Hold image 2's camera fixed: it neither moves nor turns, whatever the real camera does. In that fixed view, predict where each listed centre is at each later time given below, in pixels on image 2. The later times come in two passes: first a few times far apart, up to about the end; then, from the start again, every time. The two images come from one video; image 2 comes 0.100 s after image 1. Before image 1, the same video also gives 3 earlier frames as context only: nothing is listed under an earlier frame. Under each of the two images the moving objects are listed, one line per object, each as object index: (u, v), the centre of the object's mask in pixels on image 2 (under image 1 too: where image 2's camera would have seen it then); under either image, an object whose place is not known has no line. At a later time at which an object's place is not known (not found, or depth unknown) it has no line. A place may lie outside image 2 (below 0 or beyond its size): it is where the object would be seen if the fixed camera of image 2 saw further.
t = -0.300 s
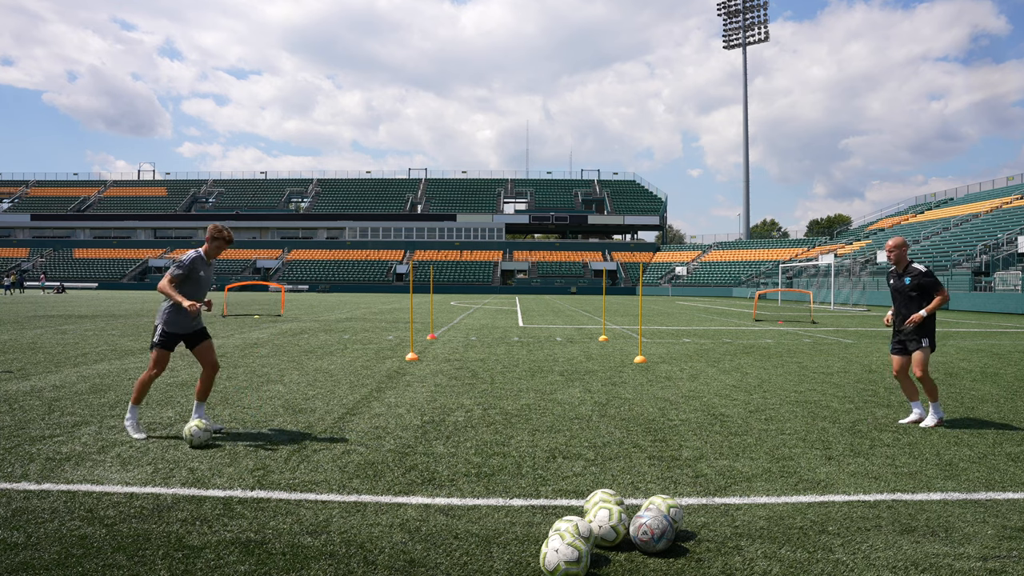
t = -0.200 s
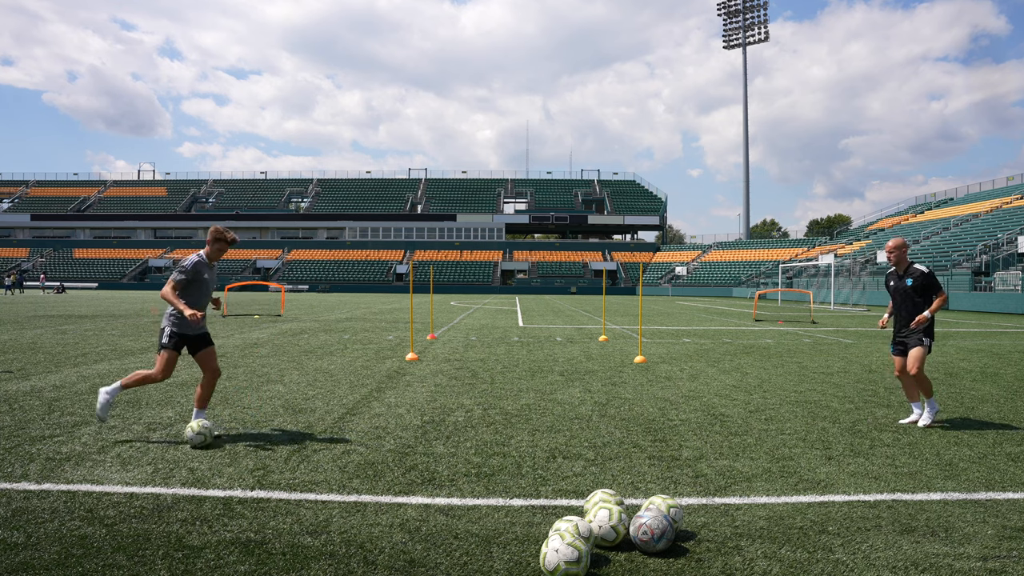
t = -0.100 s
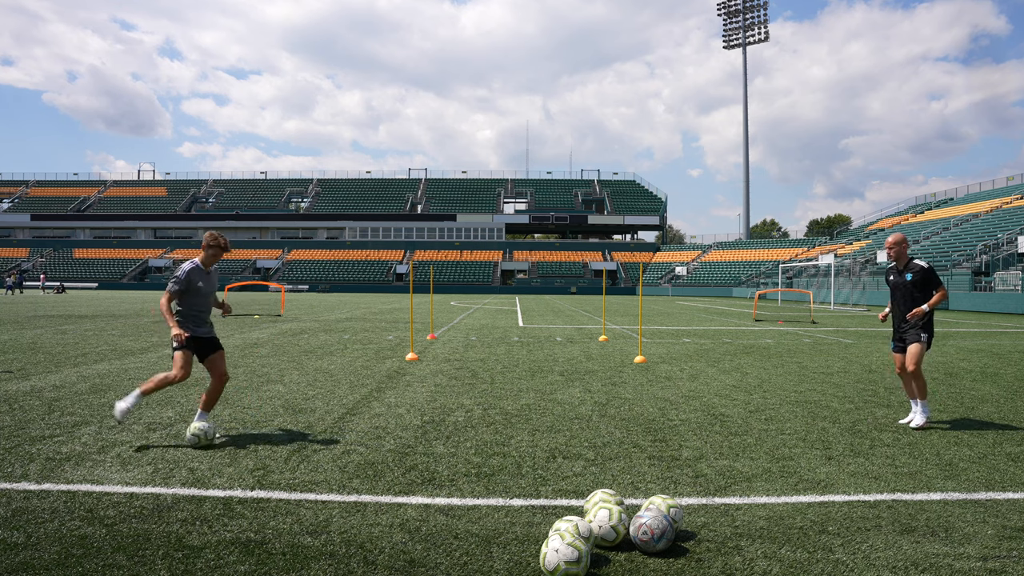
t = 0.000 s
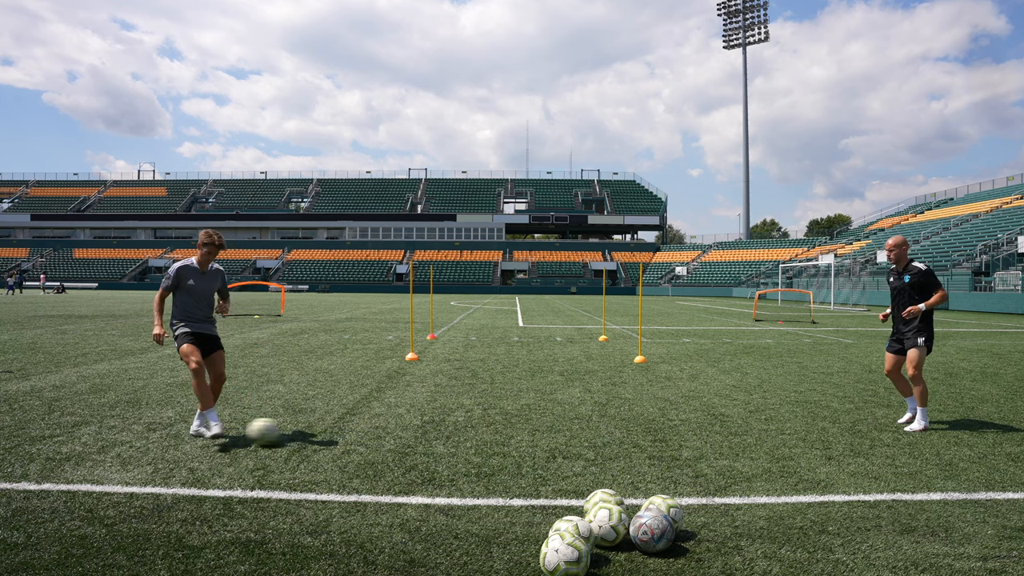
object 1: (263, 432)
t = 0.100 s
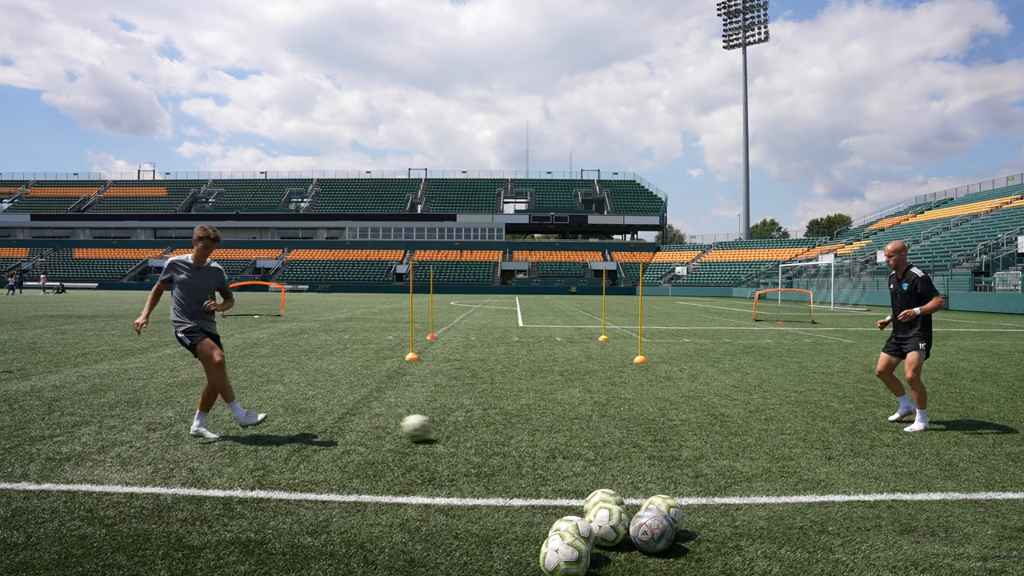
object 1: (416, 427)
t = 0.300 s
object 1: (662, 416)
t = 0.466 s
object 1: (811, 408)
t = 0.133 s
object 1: (460, 425)
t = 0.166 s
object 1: (505, 423)
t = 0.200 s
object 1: (549, 423)
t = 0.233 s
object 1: (589, 421)
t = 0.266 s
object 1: (626, 418)
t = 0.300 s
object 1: (662, 416)
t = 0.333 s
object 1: (696, 415)
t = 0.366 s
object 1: (727, 413)
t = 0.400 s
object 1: (756, 411)
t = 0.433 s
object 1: (784, 409)
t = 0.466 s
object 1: (811, 408)
